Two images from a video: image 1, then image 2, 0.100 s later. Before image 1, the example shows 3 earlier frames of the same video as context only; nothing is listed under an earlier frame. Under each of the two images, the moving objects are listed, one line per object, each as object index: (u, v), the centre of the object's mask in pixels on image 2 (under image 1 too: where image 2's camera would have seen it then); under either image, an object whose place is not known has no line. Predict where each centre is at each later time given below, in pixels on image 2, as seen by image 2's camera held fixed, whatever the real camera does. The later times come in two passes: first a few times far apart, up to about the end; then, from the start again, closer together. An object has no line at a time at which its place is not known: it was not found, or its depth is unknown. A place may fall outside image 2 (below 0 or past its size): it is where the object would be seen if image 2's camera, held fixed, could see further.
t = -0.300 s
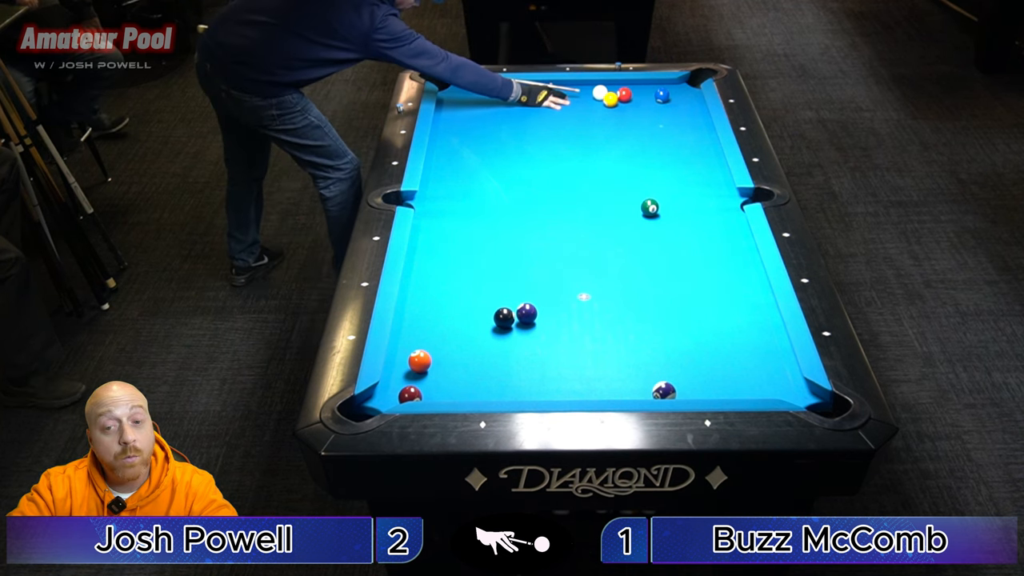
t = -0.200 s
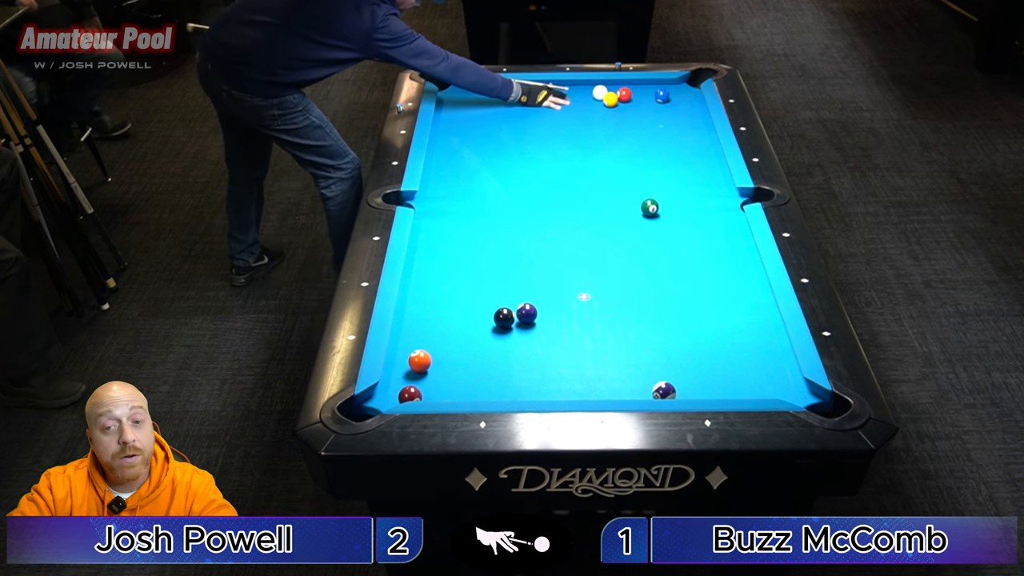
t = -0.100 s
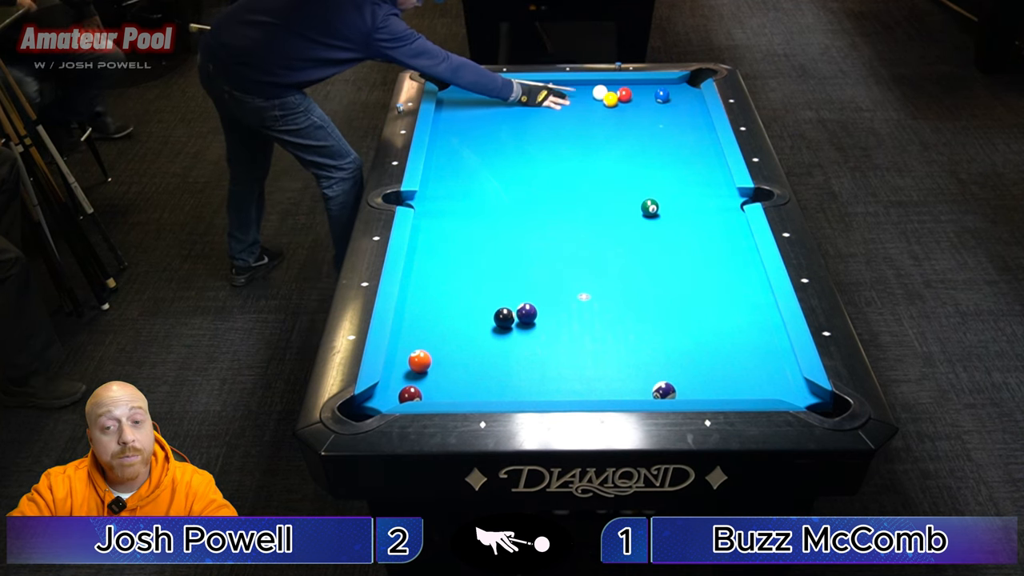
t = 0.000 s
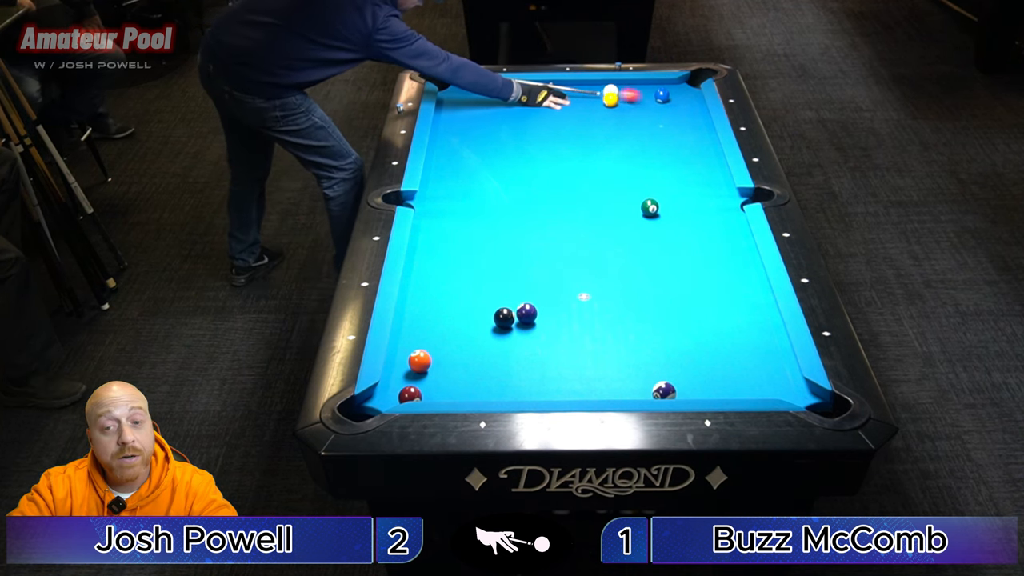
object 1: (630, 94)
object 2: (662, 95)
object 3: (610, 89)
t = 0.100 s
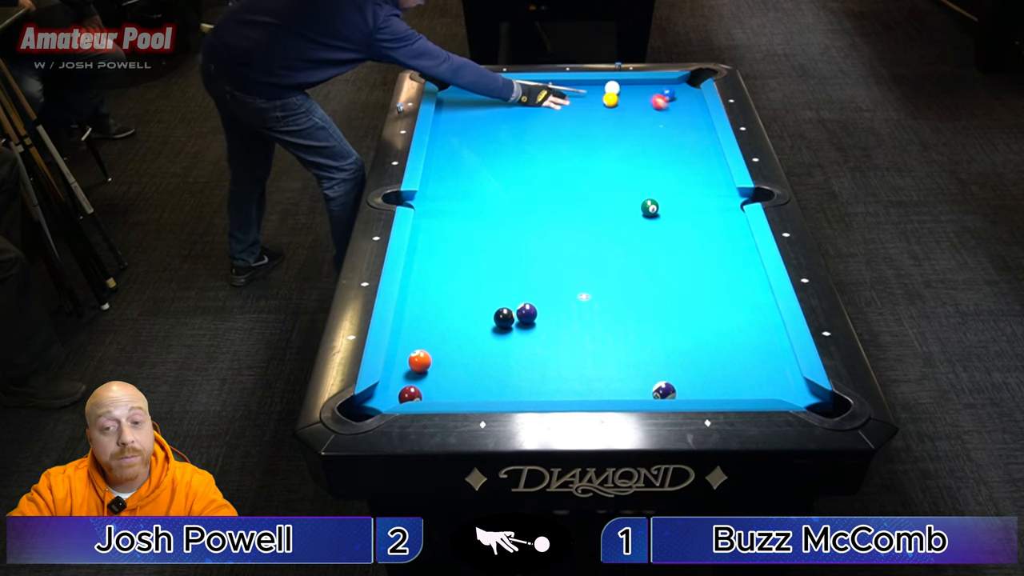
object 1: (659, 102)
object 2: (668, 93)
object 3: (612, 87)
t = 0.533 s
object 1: (688, 130)
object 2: (690, 83)
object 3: (606, 86)
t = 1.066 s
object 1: (647, 160)
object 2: (692, 82)
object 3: (596, 94)
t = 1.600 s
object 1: (604, 190)
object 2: (696, 83)
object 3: (588, 100)
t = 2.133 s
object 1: (561, 221)
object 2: (696, 83)
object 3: (582, 104)
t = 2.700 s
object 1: (515, 253)
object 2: (696, 83)
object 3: (579, 106)
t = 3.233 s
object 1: (473, 281)
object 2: (696, 83)
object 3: (578, 106)
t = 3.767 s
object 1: (433, 309)
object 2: (696, 83)
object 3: (578, 106)
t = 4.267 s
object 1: (403, 332)
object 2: (696, 83)
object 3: (578, 106)
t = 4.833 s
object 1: (418, 343)
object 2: (696, 83)
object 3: (579, 106)
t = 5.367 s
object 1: (430, 348)
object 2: (696, 83)
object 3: (578, 106)
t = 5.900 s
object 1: (432, 349)
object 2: (696, 83)
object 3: (578, 106)
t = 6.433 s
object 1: (433, 349)
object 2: (696, 83)
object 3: (578, 106)
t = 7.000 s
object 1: (432, 350)
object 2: (696, 83)
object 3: (578, 106)
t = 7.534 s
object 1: (432, 350)
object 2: (696, 83)
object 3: (578, 106)
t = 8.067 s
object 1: (432, 350)
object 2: (696, 83)
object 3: (578, 106)
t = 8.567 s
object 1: (432, 350)
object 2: (696, 83)
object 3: (578, 106)
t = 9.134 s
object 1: (432, 350)
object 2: (696, 83)
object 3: (578, 106)
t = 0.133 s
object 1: (665, 104)
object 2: (671, 92)
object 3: (612, 86)
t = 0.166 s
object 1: (672, 107)
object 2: (675, 92)
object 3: (612, 85)
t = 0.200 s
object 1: (679, 109)
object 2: (678, 91)
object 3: (612, 84)
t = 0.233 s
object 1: (685, 111)
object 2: (681, 90)
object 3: (613, 84)
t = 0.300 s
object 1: (698, 116)
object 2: (687, 89)
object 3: (612, 83)
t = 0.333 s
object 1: (703, 119)
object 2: (690, 88)
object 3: (611, 83)
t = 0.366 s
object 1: (701, 121)
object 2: (693, 87)
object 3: (611, 84)
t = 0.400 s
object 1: (698, 123)
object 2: (693, 86)
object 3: (610, 84)
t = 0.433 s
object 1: (696, 124)
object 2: (692, 85)
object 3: (609, 84)
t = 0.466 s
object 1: (693, 126)
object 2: (692, 85)
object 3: (608, 85)
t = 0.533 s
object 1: (688, 130)
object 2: (690, 83)
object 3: (606, 86)
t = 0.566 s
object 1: (686, 132)
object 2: (689, 83)
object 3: (606, 86)
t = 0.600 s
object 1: (683, 134)
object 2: (688, 82)
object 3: (605, 87)
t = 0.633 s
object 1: (681, 136)
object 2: (687, 81)
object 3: (604, 87)
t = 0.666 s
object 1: (678, 137)
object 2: (687, 80)
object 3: (603, 88)
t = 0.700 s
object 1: (675, 139)
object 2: (686, 80)
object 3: (603, 88)
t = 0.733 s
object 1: (673, 141)
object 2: (686, 80)
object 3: (602, 89)
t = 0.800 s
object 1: (668, 145)
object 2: (687, 81)
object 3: (600, 90)
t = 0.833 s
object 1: (665, 147)
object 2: (688, 81)
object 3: (600, 90)
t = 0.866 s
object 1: (663, 148)
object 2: (689, 81)
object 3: (599, 91)
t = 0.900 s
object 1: (660, 150)
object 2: (689, 81)
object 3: (599, 91)
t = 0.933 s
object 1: (657, 152)
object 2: (690, 81)
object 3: (598, 92)
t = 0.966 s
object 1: (655, 154)
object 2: (690, 81)
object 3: (597, 92)
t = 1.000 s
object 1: (652, 156)
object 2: (691, 81)
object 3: (597, 93)
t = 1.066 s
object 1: (647, 160)
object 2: (692, 82)
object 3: (596, 94)
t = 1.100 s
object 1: (644, 161)
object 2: (692, 82)
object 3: (595, 94)
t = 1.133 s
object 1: (641, 163)
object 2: (692, 82)
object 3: (595, 95)
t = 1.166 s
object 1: (639, 165)
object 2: (693, 82)
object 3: (594, 95)
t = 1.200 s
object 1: (636, 167)
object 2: (693, 82)
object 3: (594, 95)
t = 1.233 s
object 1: (634, 169)
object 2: (693, 82)
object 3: (593, 96)
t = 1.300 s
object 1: (628, 173)
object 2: (694, 82)
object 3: (592, 97)
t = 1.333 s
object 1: (626, 175)
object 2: (694, 82)
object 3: (591, 97)
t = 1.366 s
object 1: (623, 177)
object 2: (694, 82)
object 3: (591, 97)
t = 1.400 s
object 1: (620, 179)
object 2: (695, 82)
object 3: (590, 98)
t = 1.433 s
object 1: (618, 180)
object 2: (695, 82)
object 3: (590, 98)
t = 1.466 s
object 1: (615, 182)
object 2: (695, 82)
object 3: (590, 98)
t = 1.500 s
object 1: (612, 184)
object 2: (695, 83)
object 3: (589, 99)
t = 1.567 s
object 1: (607, 188)
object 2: (696, 83)
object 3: (588, 99)
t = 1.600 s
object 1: (604, 190)
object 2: (696, 83)
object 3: (588, 100)
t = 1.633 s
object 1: (602, 192)
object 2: (696, 83)
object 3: (587, 100)
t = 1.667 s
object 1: (599, 194)
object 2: (696, 83)
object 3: (587, 100)
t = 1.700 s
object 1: (596, 196)
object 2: (696, 83)
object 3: (587, 101)
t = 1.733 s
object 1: (594, 198)
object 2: (696, 83)
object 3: (586, 101)
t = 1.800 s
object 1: (588, 201)
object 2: (696, 83)
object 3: (585, 102)
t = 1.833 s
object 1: (586, 203)
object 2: (696, 83)
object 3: (585, 102)
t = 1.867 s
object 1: (583, 205)
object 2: (696, 83)
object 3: (584, 102)
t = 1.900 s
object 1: (580, 207)
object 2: (696, 83)
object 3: (584, 102)
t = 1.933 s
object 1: (577, 209)
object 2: (696, 83)
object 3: (584, 103)
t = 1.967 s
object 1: (575, 211)
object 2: (696, 83)
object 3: (583, 103)
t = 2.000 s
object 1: (572, 213)
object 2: (696, 83)
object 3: (583, 103)
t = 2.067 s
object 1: (566, 217)
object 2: (696, 83)
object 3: (583, 103)
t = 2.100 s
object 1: (564, 219)
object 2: (696, 83)
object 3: (582, 103)
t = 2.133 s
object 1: (561, 221)
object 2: (696, 83)
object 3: (582, 104)
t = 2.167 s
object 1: (558, 222)
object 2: (696, 83)
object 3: (582, 104)
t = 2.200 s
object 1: (556, 225)
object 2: (696, 83)
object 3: (581, 104)
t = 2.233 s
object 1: (553, 226)
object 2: (696, 83)
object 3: (581, 104)
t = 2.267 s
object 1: (550, 228)
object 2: (696, 83)
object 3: (581, 104)
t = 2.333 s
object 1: (545, 232)
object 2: (696, 83)
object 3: (580, 105)
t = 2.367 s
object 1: (542, 234)
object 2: (696, 83)
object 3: (580, 105)
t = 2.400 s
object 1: (539, 236)
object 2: (696, 83)
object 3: (580, 105)
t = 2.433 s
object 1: (537, 238)
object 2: (696, 83)
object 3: (580, 105)
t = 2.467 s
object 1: (534, 239)
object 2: (696, 83)
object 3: (580, 105)
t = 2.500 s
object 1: (531, 242)
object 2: (696, 83)
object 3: (579, 105)
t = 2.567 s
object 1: (526, 245)
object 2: (696, 83)
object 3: (579, 106)
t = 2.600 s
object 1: (523, 247)
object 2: (696, 83)
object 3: (579, 106)
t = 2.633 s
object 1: (521, 249)
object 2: (696, 83)
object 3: (579, 106)
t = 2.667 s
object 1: (518, 250)
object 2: (696, 83)
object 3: (579, 106)
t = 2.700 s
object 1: (515, 253)
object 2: (696, 83)
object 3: (579, 106)
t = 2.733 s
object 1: (513, 254)
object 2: (696, 83)
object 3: (579, 106)
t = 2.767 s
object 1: (510, 256)
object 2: (696, 83)
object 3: (579, 106)
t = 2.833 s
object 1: (505, 260)
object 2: (696, 83)
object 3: (578, 106)
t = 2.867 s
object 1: (502, 261)
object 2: (696, 83)
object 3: (578, 106)
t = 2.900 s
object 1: (499, 264)
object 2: (696, 83)
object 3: (578, 106)
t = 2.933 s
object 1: (497, 265)
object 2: (696, 83)
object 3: (578, 106)
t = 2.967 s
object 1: (494, 267)
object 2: (696, 83)
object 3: (578, 106)
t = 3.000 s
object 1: (491, 269)
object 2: (696, 83)
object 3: (578, 106)
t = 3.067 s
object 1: (486, 272)
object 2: (696, 83)
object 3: (578, 106)
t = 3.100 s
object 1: (484, 274)
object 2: (696, 83)
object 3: (578, 106)
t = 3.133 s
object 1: (481, 275)
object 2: (696, 83)
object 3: (578, 106)
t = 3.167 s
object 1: (479, 278)
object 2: (696, 83)
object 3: (578, 106)
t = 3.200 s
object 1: (476, 280)
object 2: (696, 83)
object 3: (578, 106)
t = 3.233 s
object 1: (473, 281)
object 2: (696, 83)
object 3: (578, 106)
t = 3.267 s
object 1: (471, 283)
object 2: (696, 83)
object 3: (578, 106)
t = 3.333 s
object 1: (465, 287)
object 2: (696, 83)
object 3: (578, 106)
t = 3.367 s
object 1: (462, 288)
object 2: (696, 83)
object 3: (578, 106)
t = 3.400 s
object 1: (460, 290)
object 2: (696, 83)
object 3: (578, 106)
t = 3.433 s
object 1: (457, 292)
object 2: (696, 83)
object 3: (578, 106)
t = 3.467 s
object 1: (455, 293)
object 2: (696, 83)
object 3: (578, 106)
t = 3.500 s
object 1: (453, 296)
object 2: (696, 83)
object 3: (578, 106)
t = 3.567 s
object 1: (447, 299)
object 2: (696, 83)
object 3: (578, 106)
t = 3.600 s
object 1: (445, 301)
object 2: (696, 83)
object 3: (578, 106)
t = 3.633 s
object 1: (442, 303)
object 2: (696, 83)
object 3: (578, 106)
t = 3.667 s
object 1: (440, 304)
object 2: (696, 83)
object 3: (578, 106)
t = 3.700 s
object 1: (438, 305)
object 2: (696, 83)
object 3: (578, 106)
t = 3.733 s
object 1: (435, 307)
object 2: (696, 83)
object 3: (578, 106)
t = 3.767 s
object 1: (433, 309)
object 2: (696, 83)
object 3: (578, 106)
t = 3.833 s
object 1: (428, 312)
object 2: (696, 83)
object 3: (578, 106)
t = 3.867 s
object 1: (426, 314)
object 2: (696, 83)
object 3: (578, 106)
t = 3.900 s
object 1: (423, 315)
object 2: (696, 83)
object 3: (578, 106)
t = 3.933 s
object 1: (421, 317)
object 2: (696, 83)
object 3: (578, 106)
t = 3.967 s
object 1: (418, 319)
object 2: (696, 83)
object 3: (578, 106)
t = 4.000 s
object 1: (416, 320)
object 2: (696, 83)
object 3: (578, 106)
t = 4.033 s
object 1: (413, 322)
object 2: (696, 83)
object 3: (578, 106)
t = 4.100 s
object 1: (408, 325)
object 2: (696, 83)
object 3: (578, 106)
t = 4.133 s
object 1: (406, 326)
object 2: (696, 83)
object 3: (578, 106)
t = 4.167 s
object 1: (404, 328)
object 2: (696, 83)
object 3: (578, 106)
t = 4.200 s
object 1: (402, 330)
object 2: (696, 83)
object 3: (578, 106)
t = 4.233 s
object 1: (402, 331)
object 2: (696, 83)
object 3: (578, 106)
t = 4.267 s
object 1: (403, 332)
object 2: (696, 83)
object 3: (578, 106)
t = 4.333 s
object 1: (405, 334)
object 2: (696, 83)
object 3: (578, 106)
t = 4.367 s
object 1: (406, 335)
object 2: (696, 83)
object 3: (578, 106)
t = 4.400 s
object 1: (407, 336)
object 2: (696, 83)
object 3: (578, 106)
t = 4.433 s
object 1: (408, 337)
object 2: (696, 83)
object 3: (579, 106)
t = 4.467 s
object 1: (409, 337)
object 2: (696, 83)
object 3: (579, 106)
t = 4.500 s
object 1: (410, 338)
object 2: (696, 83)
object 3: (579, 106)
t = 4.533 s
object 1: (411, 339)
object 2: (696, 83)
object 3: (578, 106)
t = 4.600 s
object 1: (412, 340)
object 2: (696, 83)
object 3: (579, 106)
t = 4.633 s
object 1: (413, 340)
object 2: (696, 83)
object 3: (579, 106)
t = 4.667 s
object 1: (414, 341)
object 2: (696, 83)
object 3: (579, 106)
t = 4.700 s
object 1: (415, 341)
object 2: (696, 83)
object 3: (579, 106)
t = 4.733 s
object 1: (416, 342)
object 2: (696, 83)
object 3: (579, 106)
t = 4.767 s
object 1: (417, 342)
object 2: (696, 83)
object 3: (578, 106)
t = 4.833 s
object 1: (418, 343)
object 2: (696, 83)
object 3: (579, 106)
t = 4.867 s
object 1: (419, 343)
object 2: (696, 83)
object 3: (579, 106)
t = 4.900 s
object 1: (420, 344)
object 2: (696, 83)
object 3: (579, 106)
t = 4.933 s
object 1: (421, 344)
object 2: (696, 83)
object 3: (579, 106)
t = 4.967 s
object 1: (422, 345)
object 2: (696, 83)
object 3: (579, 106)
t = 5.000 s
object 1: (423, 345)
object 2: (696, 83)
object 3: (579, 106)
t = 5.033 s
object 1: (424, 345)
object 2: (696, 83)
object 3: (579, 106)
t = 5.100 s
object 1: (425, 346)
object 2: (696, 83)
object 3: (579, 106)
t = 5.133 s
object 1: (426, 346)
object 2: (696, 83)
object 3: (579, 106)
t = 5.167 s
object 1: (427, 347)
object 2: (696, 83)
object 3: (579, 106)
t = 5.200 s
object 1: (427, 347)
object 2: (696, 83)
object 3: (579, 106)
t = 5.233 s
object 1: (428, 347)
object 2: (696, 83)
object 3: (578, 106)
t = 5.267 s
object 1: (428, 347)
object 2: (696, 83)
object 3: (578, 106)
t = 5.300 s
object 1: (429, 348)
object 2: (696, 83)
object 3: (578, 106)
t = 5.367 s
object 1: (430, 348)
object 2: (696, 83)
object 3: (578, 106)
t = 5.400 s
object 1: (430, 348)
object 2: (696, 83)
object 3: (578, 106)
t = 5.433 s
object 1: (430, 349)
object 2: (696, 83)
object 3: (578, 106)
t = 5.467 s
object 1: (431, 349)
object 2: (696, 83)
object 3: (578, 106)
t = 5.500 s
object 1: (431, 349)
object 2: (696, 83)
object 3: (578, 106)
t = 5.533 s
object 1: (431, 349)
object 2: (696, 83)
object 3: (578, 106)
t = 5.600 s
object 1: (432, 349)
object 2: (696, 83)
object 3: (578, 106)
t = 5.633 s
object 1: (432, 349)
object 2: (696, 83)
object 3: (578, 106)
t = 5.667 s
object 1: (432, 349)
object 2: (696, 83)
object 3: (578, 106)
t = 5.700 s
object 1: (432, 349)
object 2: (696, 83)
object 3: (578, 106)
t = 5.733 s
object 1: (432, 349)
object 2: (696, 83)
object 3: (578, 106)
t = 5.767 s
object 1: (432, 349)
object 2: (696, 83)
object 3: (578, 106)
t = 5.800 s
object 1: (432, 349)
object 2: (696, 83)
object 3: (578, 106)
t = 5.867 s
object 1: (432, 349)
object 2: (696, 83)
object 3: (578, 106)
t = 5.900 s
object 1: (432, 349)
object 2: (696, 83)
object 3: (578, 106)
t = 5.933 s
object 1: (432, 349)
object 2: (696, 83)
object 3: (578, 106)
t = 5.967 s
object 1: (432, 349)
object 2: (696, 83)
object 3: (578, 106)
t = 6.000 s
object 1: (432, 350)
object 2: (696, 83)
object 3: (578, 106)
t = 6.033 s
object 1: (432, 350)
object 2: (696, 83)
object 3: (578, 106)
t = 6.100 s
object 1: (432, 350)
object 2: (696, 83)
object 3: (578, 106)
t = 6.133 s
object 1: (432, 350)
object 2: (696, 83)
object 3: (578, 106)
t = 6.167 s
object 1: (432, 350)
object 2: (696, 83)
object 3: (578, 106)
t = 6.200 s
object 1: (432, 350)
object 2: (696, 83)
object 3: (578, 106)
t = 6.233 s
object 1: (432, 350)
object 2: (696, 83)
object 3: (578, 106)
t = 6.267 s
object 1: (433, 350)
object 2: (696, 83)
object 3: (578, 106)
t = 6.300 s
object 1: (433, 350)
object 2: (696, 83)
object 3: (578, 106)
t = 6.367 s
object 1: (433, 349)
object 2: (696, 83)
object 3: (578, 106)
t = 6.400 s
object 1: (433, 349)
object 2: (696, 83)
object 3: (578, 106)
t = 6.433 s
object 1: (433, 349)
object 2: (696, 83)
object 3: (578, 106)
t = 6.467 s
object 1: (433, 349)
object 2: (696, 83)
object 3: (578, 106)
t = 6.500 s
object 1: (433, 349)
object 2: (696, 83)
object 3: (578, 106)
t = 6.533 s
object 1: (433, 350)
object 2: (696, 83)
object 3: (578, 106)
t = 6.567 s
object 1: (432, 350)
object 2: (696, 83)
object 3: (578, 106)
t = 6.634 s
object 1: (432, 350)
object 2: (696, 83)
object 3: (578, 106)
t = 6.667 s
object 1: (432, 350)
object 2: (696, 83)
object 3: (578, 106)
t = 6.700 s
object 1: (433, 349)
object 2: (696, 83)
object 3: (578, 106)
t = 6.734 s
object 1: (432, 350)
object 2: (696, 83)
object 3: (578, 106)
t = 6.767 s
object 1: (432, 350)
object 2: (696, 83)
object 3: (578, 106)
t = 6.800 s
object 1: (432, 350)
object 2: (696, 83)
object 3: (578, 106)
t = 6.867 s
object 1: (433, 350)
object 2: (696, 83)
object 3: (578, 106)
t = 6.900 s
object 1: (432, 350)
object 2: (696, 83)
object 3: (578, 106)
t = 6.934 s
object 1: (433, 349)
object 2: (696, 83)
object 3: (578, 106)
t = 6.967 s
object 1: (433, 349)
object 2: (696, 83)
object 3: (578, 106)
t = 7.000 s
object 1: (432, 350)
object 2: (696, 83)
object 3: (578, 106)
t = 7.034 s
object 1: (432, 350)
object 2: (696, 83)
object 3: (578, 106)
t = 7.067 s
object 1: (433, 349)
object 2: (696, 83)
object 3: (578, 106)
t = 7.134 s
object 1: (432, 350)
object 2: (696, 83)
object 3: (578, 106)
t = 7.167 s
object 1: (432, 350)
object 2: (696, 83)
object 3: (578, 106)
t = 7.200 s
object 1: (433, 349)
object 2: (696, 83)
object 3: (578, 106)
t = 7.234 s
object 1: (432, 350)
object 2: (696, 83)
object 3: (578, 106)
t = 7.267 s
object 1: (432, 350)
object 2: (696, 83)
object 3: (578, 106)
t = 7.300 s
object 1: (432, 350)
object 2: (696, 83)
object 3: (578, 106)
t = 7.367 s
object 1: (432, 350)
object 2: (696, 83)
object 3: (578, 106)
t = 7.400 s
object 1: (432, 350)
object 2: (696, 83)
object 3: (578, 106)
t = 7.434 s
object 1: (433, 349)
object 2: (696, 83)
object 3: (578, 106)
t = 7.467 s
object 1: (432, 350)
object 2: (696, 83)
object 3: (578, 106)
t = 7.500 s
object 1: (432, 350)
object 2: (696, 83)
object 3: (578, 106)
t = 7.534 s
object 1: (432, 350)
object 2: (696, 83)
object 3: (578, 106)
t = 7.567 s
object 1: (433, 349)
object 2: (696, 83)
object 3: (578, 106)
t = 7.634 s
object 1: (432, 350)
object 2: (696, 83)
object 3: (578, 106)
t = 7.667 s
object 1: (433, 349)
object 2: (696, 83)
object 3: (578, 106)
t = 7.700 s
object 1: (432, 350)
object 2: (696, 83)
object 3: (578, 106)
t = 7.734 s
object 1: (432, 350)
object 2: (696, 83)
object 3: (578, 106)
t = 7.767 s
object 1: (432, 350)
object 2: (696, 83)
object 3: (578, 106)
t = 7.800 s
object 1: (433, 349)
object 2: (696, 83)
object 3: (578, 106)
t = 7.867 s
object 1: (432, 350)
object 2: (696, 83)
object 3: (578, 106)
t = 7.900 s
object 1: (433, 349)
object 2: (696, 83)
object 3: (578, 106)
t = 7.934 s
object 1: (432, 350)
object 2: (696, 83)
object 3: (578, 106)
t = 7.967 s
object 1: (433, 349)
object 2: (696, 83)
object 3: (578, 106)
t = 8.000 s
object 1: (432, 350)
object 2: (696, 83)
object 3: (578, 106)
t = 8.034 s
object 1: (433, 349)
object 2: (696, 83)
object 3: (578, 106)
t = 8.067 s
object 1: (432, 350)
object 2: (696, 83)
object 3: (578, 106)
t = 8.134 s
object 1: (433, 349)
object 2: (696, 83)
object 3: (578, 106)
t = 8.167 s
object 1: (432, 350)
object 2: (696, 83)
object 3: (578, 106)
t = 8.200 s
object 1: (432, 350)
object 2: (696, 83)
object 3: (578, 106)
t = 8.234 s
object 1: (432, 350)
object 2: (696, 83)
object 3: (578, 106)
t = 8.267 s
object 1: (432, 350)
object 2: (696, 83)
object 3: (578, 106)
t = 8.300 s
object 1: (433, 349)
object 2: (696, 83)
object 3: (578, 106)
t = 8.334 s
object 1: (432, 350)
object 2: (696, 83)
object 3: (578, 106)
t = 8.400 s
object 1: (433, 349)
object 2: (696, 83)
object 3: (578, 106)
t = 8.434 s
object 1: (432, 350)
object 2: (696, 83)
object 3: (578, 106)
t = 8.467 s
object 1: (432, 350)
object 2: (696, 83)
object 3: (578, 106)
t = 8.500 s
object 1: (432, 350)
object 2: (696, 83)
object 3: (578, 106)
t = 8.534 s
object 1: (433, 349)
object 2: (696, 83)
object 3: (578, 106)
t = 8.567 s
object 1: (432, 350)
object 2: (696, 83)
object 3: (578, 106)
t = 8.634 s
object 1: (433, 349)
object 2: (696, 83)
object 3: (578, 106)
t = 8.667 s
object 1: (432, 350)
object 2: (696, 83)
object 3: (578, 106)
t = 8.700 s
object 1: (433, 349)
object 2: (696, 83)
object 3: (578, 106)
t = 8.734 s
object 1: (432, 350)
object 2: (696, 83)
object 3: (578, 106)
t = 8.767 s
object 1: (433, 349)
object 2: (696, 83)
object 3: (578, 106)
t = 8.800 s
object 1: (432, 350)
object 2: (696, 83)
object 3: (578, 106)
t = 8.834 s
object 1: (432, 350)
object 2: (696, 83)
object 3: (578, 106)
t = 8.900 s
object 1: (432, 350)
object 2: (696, 83)
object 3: (578, 106)
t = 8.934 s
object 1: (432, 350)
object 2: (696, 83)
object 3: (578, 106)
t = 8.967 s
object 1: (433, 349)
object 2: (696, 83)
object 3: (578, 106)
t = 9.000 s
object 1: (432, 350)
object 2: (696, 83)
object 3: (578, 106)
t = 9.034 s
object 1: (433, 349)
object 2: (696, 83)
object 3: (578, 106)
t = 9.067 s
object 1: (432, 350)
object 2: (696, 83)
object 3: (578, 106)
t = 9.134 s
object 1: (432, 350)
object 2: (696, 83)
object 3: (578, 106)
